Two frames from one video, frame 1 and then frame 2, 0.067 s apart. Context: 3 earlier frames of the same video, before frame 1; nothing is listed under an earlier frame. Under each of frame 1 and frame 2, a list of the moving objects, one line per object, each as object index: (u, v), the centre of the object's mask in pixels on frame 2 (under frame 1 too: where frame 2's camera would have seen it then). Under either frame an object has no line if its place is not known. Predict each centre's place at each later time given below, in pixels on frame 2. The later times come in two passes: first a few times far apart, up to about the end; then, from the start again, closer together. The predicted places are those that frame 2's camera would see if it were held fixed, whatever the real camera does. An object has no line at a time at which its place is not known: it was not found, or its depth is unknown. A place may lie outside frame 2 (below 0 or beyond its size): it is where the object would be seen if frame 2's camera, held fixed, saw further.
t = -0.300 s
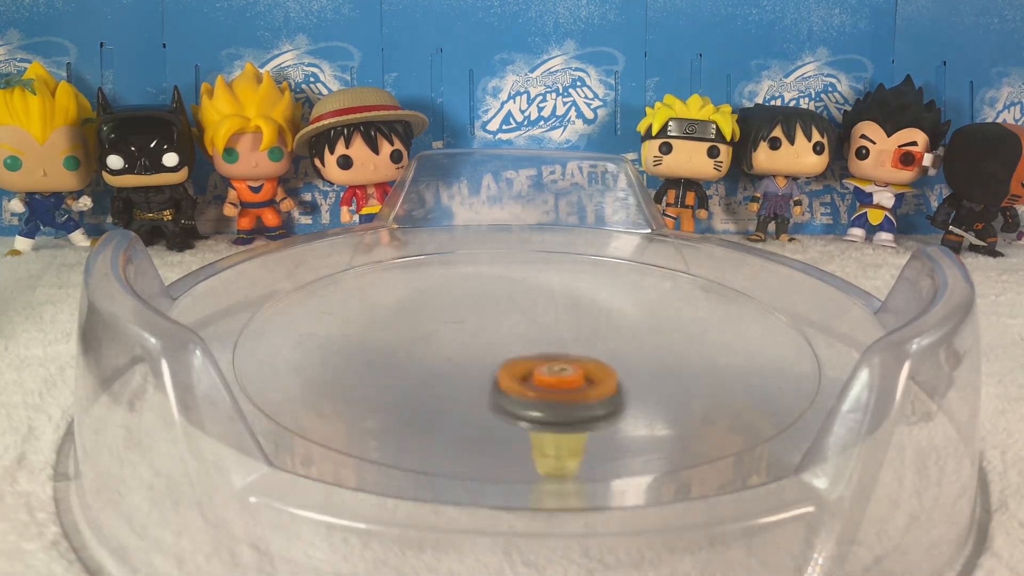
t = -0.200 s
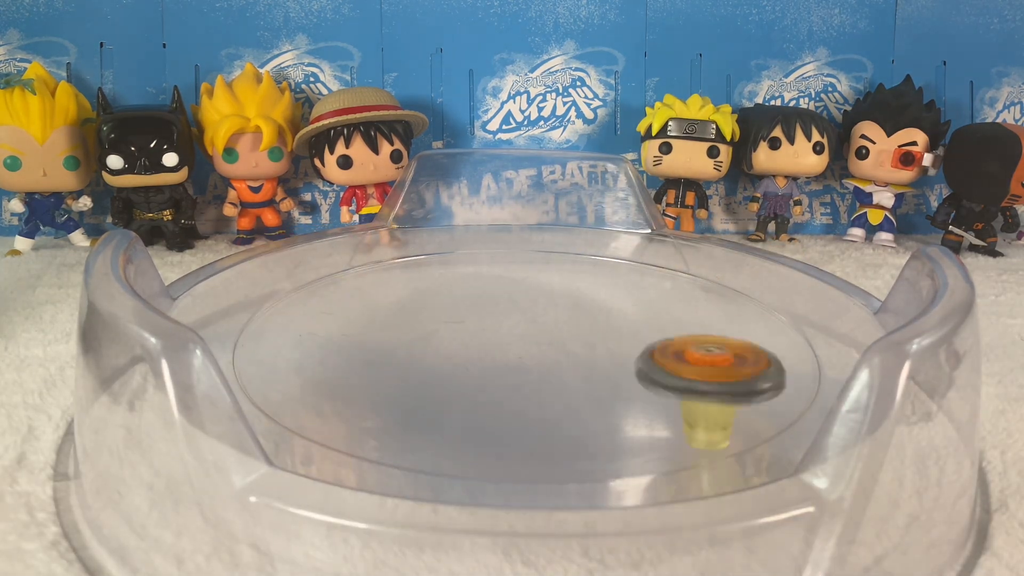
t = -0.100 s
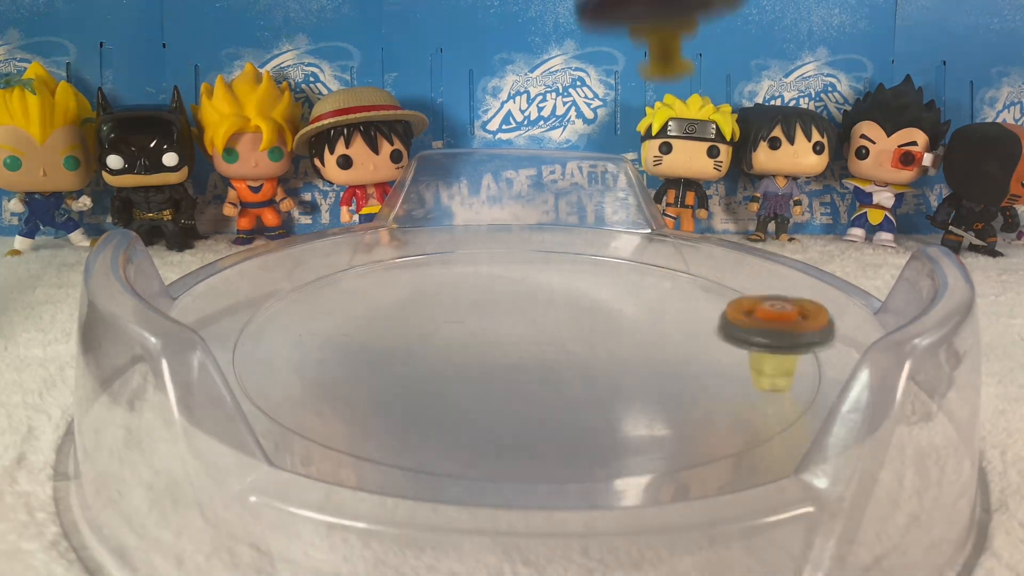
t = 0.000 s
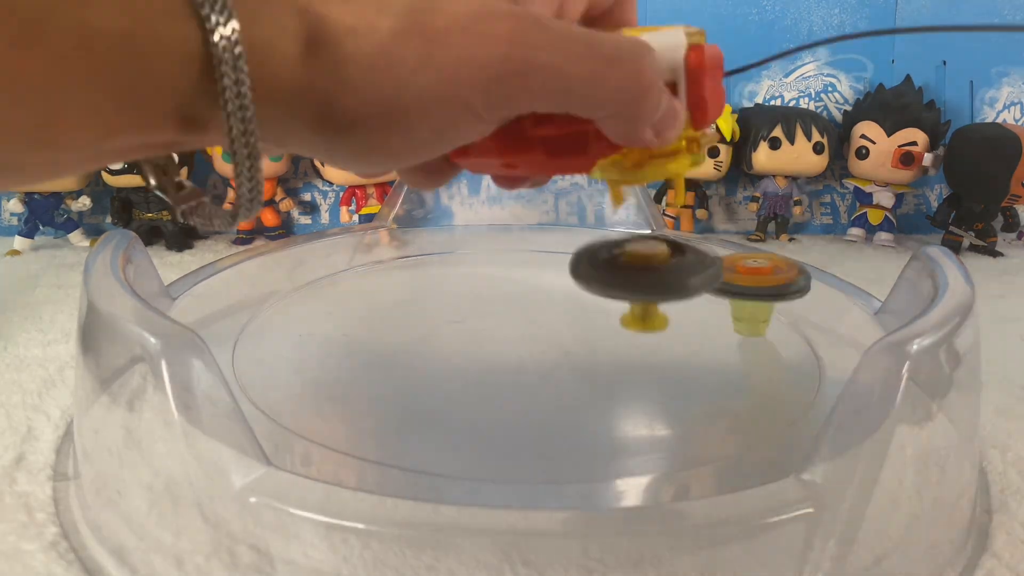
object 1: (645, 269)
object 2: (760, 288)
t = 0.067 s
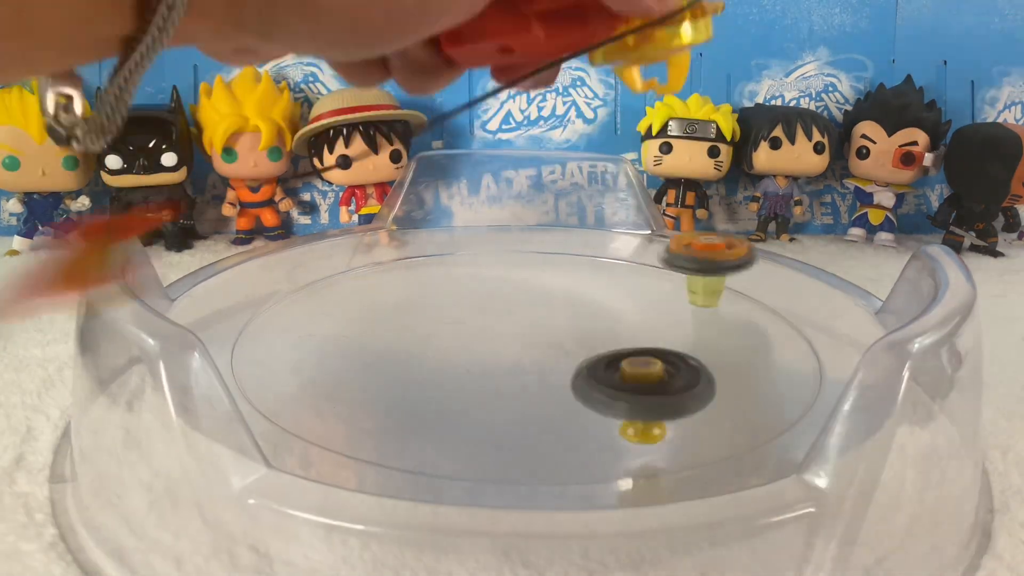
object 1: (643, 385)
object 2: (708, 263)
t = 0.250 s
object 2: (535, 227)
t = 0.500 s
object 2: (311, 261)
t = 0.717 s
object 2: (321, 362)
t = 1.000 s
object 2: (737, 363)
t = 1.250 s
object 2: (700, 255)
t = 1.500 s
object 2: (464, 229)
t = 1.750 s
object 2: (286, 293)
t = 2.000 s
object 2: (443, 390)
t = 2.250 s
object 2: (724, 348)
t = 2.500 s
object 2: (628, 270)
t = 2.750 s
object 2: (430, 276)
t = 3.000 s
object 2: (399, 353)
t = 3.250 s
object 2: (605, 363)
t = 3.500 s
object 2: (592, 291)
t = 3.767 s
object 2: (444, 398)
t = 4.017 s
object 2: (583, 384)
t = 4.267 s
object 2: (592, 343)
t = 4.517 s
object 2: (439, 325)
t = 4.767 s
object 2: (390, 343)
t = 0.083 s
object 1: (645, 368)
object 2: (696, 256)
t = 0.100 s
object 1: (645, 360)
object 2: (682, 254)
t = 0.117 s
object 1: (646, 359)
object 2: (667, 248)
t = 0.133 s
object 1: (645, 364)
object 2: (652, 244)
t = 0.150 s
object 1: (644, 376)
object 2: (634, 241)
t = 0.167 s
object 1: (643, 368)
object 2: (619, 237)
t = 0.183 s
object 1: (643, 355)
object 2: (601, 236)
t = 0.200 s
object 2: (585, 232)
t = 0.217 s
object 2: (568, 231)
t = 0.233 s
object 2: (551, 229)
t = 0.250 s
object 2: (535, 227)
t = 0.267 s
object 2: (518, 227)
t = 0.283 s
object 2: (501, 226)
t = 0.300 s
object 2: (484, 227)
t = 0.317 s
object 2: (468, 227)
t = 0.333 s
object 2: (453, 228)
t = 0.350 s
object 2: (435, 229)
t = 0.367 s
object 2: (420, 230)
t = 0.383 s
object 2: (403, 233)
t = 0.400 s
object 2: (388, 235)
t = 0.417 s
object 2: (375, 239)
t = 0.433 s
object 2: (358, 243)
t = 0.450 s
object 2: (346, 246)
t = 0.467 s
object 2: (332, 251)
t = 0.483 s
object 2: (319, 255)
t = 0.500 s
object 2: (311, 261)
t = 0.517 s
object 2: (299, 267)
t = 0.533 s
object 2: (292, 273)
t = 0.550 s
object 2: (283, 281)
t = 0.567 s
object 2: (278, 286)
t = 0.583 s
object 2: (275, 294)
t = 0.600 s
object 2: (271, 303)
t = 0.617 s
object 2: (272, 310)
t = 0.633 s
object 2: (273, 320)
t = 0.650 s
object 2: (278, 327)
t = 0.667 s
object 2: (286, 336)
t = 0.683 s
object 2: (294, 345)
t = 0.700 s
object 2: (306, 353)
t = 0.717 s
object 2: (321, 362)
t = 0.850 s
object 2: (522, 400)
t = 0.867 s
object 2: (551, 400)
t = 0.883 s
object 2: (581, 398)
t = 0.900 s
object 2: (607, 396)
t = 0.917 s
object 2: (636, 392)
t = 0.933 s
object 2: (662, 389)
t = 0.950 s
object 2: (682, 384)
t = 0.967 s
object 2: (705, 378)
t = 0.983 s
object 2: (723, 371)
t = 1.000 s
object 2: (737, 363)
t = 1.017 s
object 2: (751, 355)
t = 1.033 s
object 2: (761, 349)
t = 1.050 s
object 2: (768, 340)
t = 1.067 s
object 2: (773, 332)
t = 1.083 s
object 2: (774, 324)
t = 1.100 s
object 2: (774, 315)
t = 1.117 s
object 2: (773, 307)
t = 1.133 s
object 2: (767, 301)
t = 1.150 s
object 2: (762, 292)
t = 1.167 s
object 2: (754, 286)
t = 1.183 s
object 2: (744, 279)
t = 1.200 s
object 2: (735, 272)
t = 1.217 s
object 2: (724, 267)
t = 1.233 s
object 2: (711, 261)
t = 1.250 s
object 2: (700, 255)
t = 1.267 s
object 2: (685, 252)
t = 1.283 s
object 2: (670, 247)
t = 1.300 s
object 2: (656, 242)
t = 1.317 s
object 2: (640, 240)
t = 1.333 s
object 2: (625, 236)
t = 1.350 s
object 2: (610, 233)
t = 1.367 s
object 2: (593, 232)
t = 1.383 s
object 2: (576, 230)
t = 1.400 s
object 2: (560, 229)
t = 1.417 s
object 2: (543, 228)
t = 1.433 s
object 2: (528, 227)
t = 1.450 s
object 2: (512, 227)
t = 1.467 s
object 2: (494, 227)
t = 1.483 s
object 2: (479, 227)
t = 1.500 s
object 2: (464, 229)
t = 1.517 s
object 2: (447, 230)
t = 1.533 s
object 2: (432, 232)
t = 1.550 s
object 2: (416, 235)
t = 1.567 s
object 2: (401, 238)
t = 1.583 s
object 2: (388, 241)
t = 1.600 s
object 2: (373, 245)
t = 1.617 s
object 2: (359, 249)
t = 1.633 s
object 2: (348, 253)
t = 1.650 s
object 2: (334, 259)
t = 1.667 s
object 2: (322, 262)
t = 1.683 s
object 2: (312, 268)
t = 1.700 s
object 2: (303, 275)
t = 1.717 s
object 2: (296, 280)
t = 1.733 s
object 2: (291, 286)
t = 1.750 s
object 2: (286, 293)
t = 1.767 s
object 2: (283, 299)
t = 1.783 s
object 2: (283, 306)
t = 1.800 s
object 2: (283, 315)
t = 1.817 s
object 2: (285, 321)
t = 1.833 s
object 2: (291, 328)
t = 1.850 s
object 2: (296, 336)
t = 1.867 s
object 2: (304, 343)
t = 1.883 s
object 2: (316, 350)
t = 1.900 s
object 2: (327, 358)
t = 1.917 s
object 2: (341, 364)
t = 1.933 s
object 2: (359, 369)
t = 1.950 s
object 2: (376, 376)
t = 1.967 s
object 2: (397, 381)
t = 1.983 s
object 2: (419, 385)
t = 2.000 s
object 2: (443, 390)
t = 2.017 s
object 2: (466, 392)
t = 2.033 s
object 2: (493, 394)
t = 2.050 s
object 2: (518, 396)
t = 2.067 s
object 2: (540, 397)
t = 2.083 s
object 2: (567, 395)
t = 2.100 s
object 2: (590, 393)
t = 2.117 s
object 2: (610, 392)
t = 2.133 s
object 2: (634, 388)
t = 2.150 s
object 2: (653, 383)
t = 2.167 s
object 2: (669, 380)
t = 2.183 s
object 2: (684, 373)
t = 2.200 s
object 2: (699, 367)
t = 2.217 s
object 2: (709, 362)
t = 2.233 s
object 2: (716, 355)
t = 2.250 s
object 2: (724, 348)
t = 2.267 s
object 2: (728, 342)
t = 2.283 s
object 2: (729, 336)
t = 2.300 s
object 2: (730, 328)
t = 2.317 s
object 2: (730, 322)
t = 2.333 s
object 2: (725, 316)
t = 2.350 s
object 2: (720, 309)
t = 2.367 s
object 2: (715, 303)
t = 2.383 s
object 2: (707, 298)
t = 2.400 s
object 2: (697, 293)
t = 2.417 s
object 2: (688, 288)
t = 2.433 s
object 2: (678, 284)
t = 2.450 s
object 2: (665, 280)
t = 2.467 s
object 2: (654, 276)
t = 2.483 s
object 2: (642, 272)
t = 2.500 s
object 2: (628, 270)
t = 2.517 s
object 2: (614, 267)
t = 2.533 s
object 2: (601, 265)
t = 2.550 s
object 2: (587, 264)
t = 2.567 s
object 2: (572, 263)
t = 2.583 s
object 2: (559, 262)
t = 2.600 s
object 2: (545, 262)
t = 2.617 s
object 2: (530, 262)
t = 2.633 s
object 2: (517, 262)
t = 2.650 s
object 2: (504, 263)
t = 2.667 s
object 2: (491, 265)
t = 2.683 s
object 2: (477, 266)
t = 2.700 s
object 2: (466, 267)
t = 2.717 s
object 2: (454, 271)
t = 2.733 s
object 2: (441, 273)
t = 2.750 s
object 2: (430, 276)
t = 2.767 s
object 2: (421, 280)
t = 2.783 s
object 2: (410, 284)
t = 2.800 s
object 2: (402, 287)
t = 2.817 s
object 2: (395, 290)
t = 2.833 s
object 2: (388, 293)
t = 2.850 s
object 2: (381, 296)
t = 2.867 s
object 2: (377, 300)
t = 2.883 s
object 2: (375, 305)
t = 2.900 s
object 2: (372, 310)
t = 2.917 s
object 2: (373, 316)
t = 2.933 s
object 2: (375, 322)
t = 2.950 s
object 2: (378, 328)
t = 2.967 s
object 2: (382, 337)
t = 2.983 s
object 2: (390, 345)
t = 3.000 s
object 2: (399, 353)
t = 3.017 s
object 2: (410, 359)
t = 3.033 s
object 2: (419, 362)
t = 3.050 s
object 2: (430, 364)
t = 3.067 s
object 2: (442, 368)
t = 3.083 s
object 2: (454, 370)
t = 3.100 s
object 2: (469, 372)
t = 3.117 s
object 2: (485, 374)
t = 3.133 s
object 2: (501, 375)
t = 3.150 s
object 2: (516, 375)
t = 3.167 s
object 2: (534, 375)
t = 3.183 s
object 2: (551, 373)
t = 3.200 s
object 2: (566, 372)
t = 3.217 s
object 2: (579, 370)
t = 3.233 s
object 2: (593, 366)
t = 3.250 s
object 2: (605, 363)
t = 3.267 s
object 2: (615, 359)
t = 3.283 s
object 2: (622, 355)
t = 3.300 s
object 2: (630, 350)
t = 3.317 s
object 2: (635, 344)
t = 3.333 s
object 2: (637, 340)
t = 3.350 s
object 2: (637, 334)
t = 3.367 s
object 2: (638, 328)
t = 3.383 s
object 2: (637, 323)
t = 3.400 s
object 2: (634, 318)
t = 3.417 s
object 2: (628, 313)
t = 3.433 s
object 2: (624, 308)
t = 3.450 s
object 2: (618, 303)
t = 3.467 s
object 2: (610, 300)
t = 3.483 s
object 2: (600, 295)
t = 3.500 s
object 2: (592, 291)
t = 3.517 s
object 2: (583, 287)
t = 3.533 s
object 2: (572, 287)
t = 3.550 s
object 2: (562, 301)
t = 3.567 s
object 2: (549, 315)
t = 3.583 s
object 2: (537, 328)
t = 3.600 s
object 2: (525, 339)
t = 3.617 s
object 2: (513, 349)
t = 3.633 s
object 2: (500, 358)
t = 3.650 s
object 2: (488, 366)
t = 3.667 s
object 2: (476, 372)
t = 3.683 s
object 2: (467, 377)
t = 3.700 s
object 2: (460, 380)
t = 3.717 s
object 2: (454, 386)
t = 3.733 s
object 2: (450, 389)
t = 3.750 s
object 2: (446, 395)
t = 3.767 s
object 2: (444, 398)
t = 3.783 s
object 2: (447, 398)
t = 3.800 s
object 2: (451, 398)
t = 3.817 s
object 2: (458, 400)
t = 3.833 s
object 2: (468, 398)
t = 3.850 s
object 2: (477, 402)
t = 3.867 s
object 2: (488, 401)
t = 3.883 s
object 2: (498, 400)
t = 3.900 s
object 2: (509, 399)
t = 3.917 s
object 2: (520, 398)
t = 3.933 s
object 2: (530, 396)
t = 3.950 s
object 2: (540, 394)
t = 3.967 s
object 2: (551, 391)
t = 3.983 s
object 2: (563, 389)
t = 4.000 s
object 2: (573, 387)
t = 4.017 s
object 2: (583, 384)
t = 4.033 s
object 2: (593, 381)
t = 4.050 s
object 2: (601, 379)
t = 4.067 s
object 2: (608, 376)
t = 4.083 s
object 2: (613, 373)
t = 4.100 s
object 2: (617, 371)
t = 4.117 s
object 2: (620, 368)
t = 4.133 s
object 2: (622, 364)
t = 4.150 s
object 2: (623, 361)
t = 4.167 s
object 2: (623, 358)
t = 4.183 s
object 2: (621, 355)
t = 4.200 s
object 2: (618, 349)
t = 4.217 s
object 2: (614, 341)
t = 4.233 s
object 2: (608, 338)
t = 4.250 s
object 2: (600, 338)
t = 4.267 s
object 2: (592, 343)
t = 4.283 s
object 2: (583, 341)
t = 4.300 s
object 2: (573, 338)
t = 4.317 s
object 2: (563, 336)
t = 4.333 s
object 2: (553, 334)
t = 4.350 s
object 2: (543, 332)
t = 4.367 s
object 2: (533, 331)
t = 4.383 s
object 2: (523, 330)
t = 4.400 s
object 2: (512, 329)
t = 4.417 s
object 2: (502, 328)
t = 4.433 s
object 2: (491, 327)
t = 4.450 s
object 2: (480, 327)
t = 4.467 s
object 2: (469, 326)
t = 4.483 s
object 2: (458, 326)
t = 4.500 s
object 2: (448, 325)
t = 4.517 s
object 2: (439, 325)
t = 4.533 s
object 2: (429, 325)
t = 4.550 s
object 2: (421, 325)
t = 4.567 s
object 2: (412, 325)
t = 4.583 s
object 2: (405, 326)
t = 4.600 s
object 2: (399, 328)
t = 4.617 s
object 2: (393, 329)
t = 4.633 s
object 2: (388, 331)
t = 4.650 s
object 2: (384, 333)
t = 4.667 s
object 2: (381, 334)
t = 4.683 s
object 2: (380, 336)
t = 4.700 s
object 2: (380, 337)
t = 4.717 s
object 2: (382, 339)
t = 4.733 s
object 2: (384, 340)
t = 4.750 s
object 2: (387, 342)
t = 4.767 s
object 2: (390, 343)
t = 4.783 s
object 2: (394, 345)
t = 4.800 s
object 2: (399, 346)
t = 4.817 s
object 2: (405, 348)
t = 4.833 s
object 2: (411, 349)
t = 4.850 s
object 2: (417, 350)
